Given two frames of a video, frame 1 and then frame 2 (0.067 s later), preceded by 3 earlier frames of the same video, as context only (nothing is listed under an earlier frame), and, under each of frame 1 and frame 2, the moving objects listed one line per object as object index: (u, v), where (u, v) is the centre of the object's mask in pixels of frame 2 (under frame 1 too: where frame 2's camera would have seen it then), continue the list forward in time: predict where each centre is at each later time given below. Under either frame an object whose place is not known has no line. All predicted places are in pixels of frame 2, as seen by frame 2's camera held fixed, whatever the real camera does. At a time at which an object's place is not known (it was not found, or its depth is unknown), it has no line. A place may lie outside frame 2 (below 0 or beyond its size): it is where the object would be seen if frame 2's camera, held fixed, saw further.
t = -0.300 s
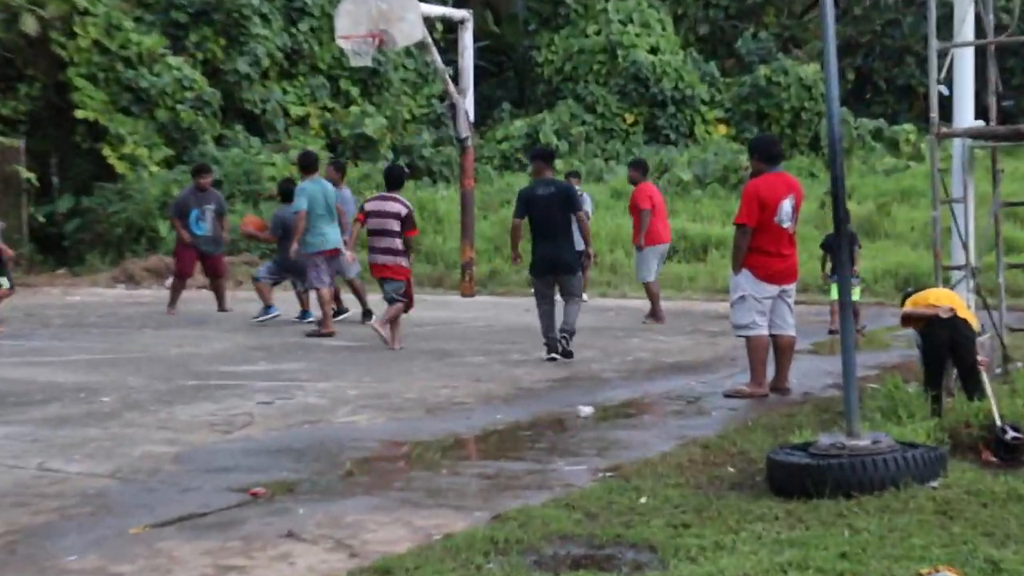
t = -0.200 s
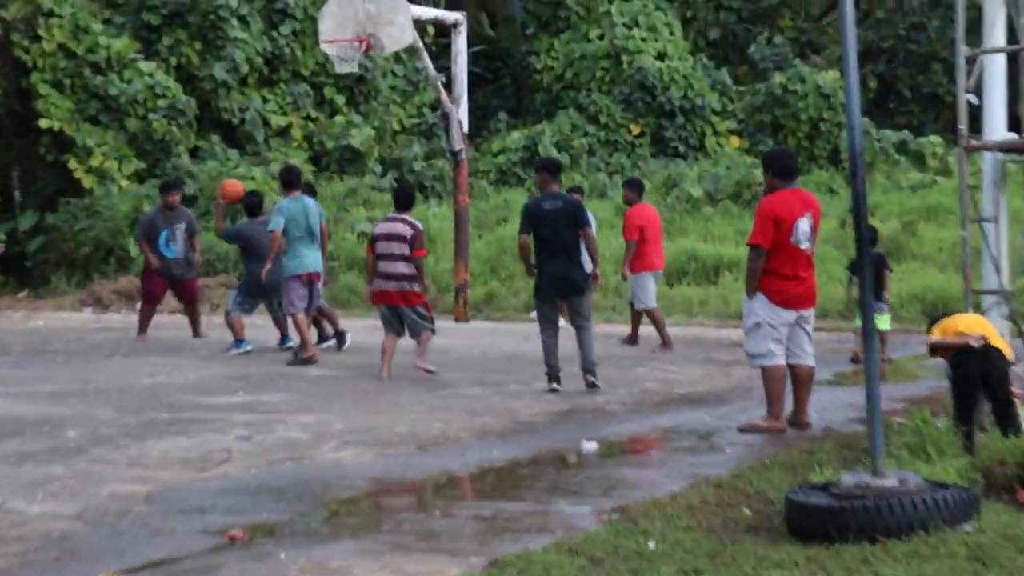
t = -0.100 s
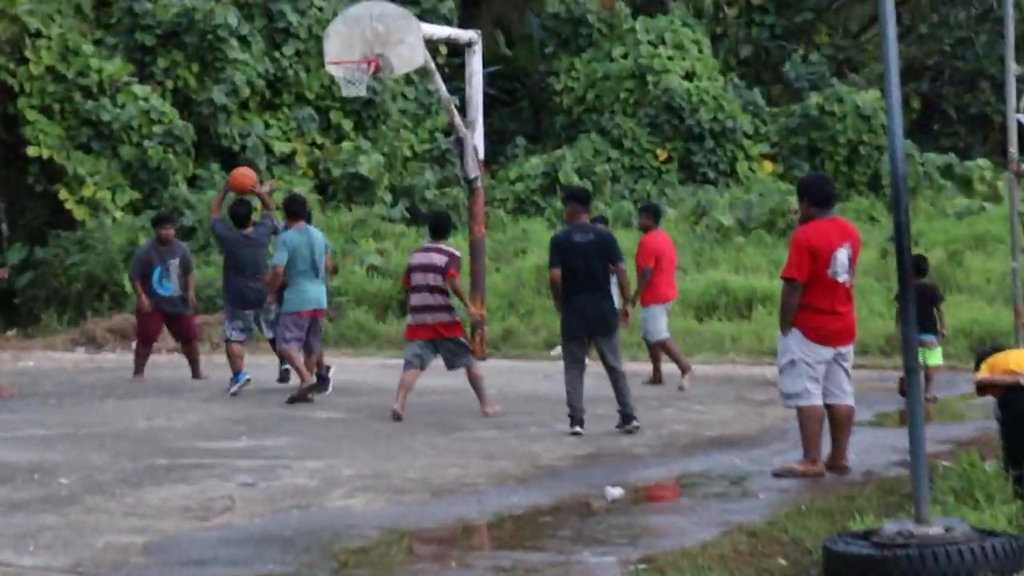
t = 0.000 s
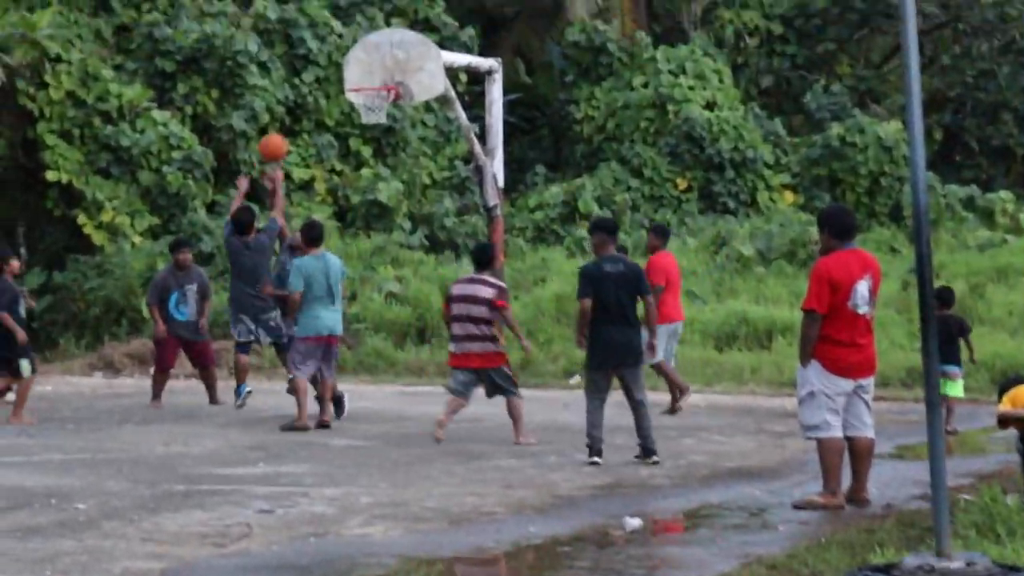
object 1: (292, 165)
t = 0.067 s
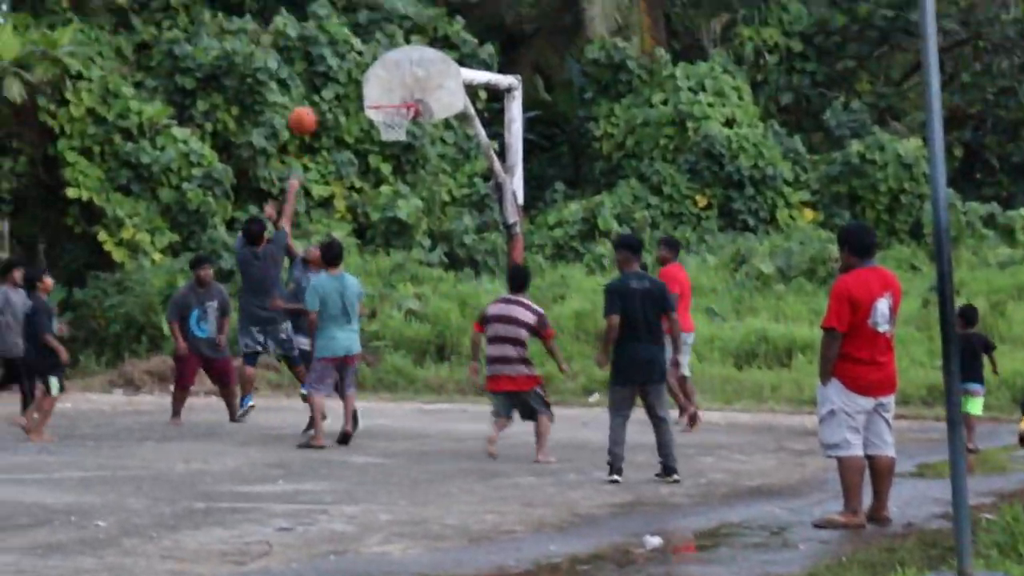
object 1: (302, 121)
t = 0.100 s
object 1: (308, 102)
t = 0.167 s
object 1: (315, 64)
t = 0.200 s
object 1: (321, 50)
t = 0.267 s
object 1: (330, 23)
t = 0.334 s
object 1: (341, -3)
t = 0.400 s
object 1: (349, -12)
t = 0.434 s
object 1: (354, -22)
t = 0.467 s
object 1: (358, -25)
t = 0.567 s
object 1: (372, -29)
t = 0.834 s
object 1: (402, -1)
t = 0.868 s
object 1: (405, 7)
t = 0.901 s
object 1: (406, 19)
